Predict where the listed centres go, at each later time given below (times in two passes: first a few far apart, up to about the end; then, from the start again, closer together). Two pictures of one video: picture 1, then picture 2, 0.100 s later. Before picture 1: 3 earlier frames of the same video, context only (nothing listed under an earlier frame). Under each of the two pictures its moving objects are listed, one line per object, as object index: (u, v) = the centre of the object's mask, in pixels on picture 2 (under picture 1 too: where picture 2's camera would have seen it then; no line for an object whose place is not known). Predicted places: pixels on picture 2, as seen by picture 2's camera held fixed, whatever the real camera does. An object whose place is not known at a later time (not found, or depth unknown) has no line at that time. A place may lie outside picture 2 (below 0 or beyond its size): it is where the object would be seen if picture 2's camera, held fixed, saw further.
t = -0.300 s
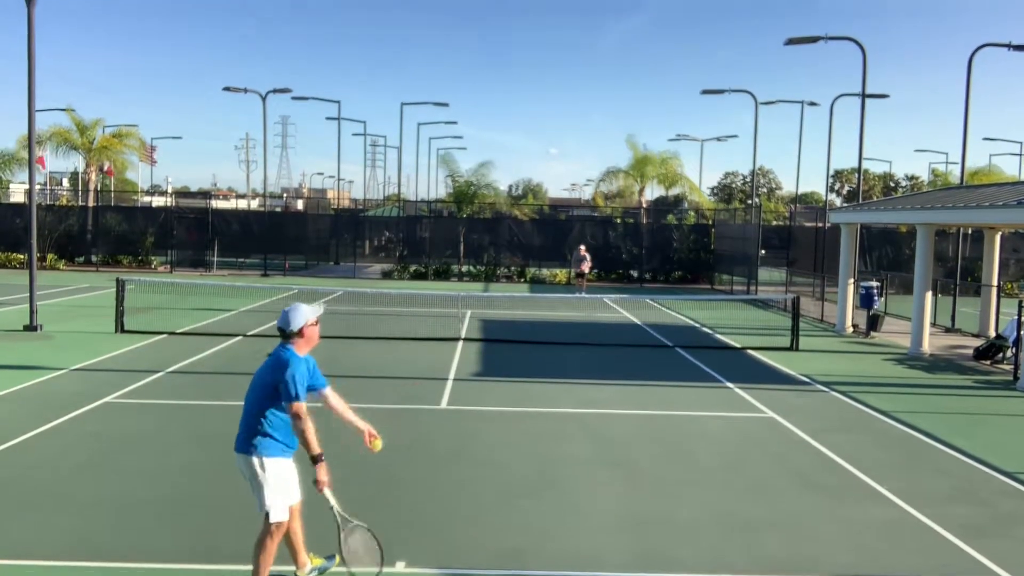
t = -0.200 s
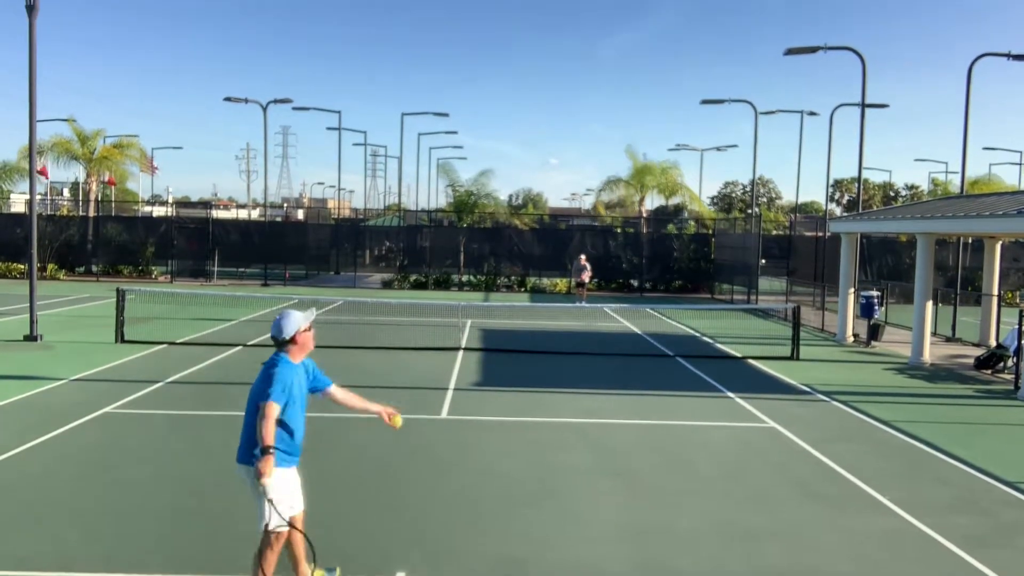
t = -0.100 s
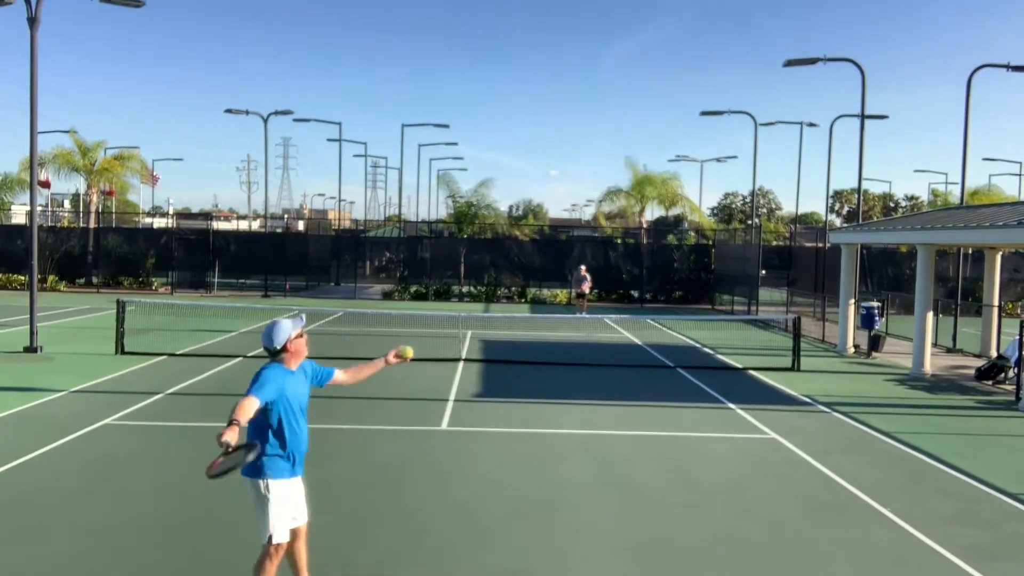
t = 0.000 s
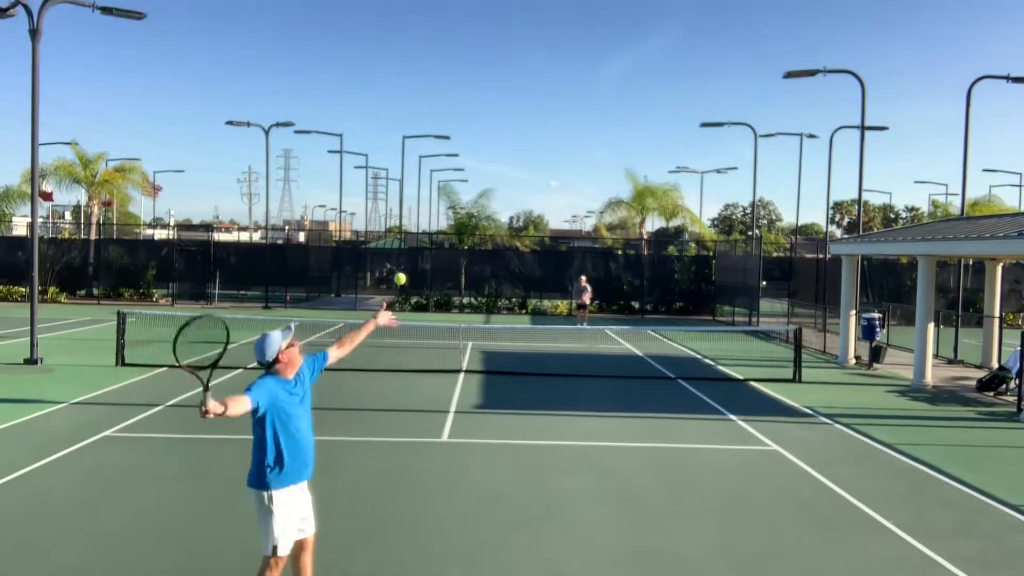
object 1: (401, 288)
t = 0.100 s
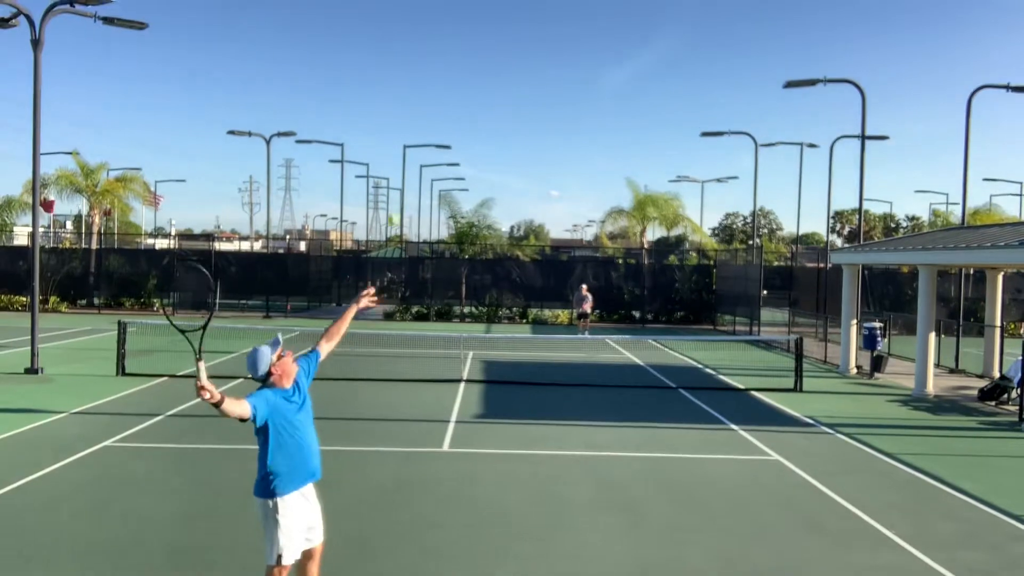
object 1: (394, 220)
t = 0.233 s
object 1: (384, 156)
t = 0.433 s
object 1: (370, 114)
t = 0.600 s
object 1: (358, 129)
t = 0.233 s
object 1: (384, 156)
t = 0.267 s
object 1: (386, 144)
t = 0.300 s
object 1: (381, 135)
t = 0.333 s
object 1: (377, 127)
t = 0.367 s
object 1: (374, 121)
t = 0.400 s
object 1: (372, 117)
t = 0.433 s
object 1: (370, 114)
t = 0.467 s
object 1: (368, 114)
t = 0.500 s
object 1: (365, 115)
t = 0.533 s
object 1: (363, 118)
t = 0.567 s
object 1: (360, 122)
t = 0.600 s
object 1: (358, 129)
